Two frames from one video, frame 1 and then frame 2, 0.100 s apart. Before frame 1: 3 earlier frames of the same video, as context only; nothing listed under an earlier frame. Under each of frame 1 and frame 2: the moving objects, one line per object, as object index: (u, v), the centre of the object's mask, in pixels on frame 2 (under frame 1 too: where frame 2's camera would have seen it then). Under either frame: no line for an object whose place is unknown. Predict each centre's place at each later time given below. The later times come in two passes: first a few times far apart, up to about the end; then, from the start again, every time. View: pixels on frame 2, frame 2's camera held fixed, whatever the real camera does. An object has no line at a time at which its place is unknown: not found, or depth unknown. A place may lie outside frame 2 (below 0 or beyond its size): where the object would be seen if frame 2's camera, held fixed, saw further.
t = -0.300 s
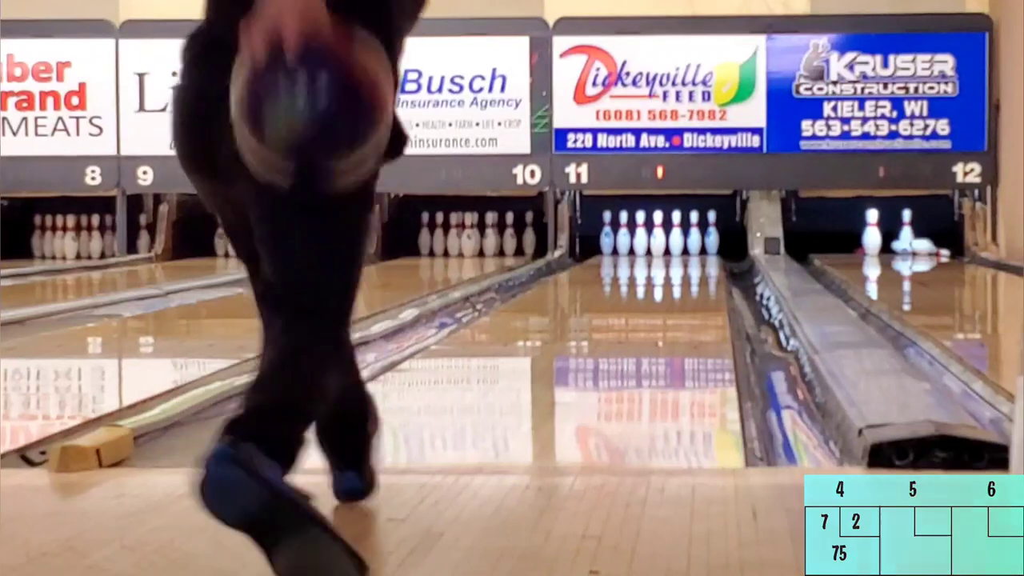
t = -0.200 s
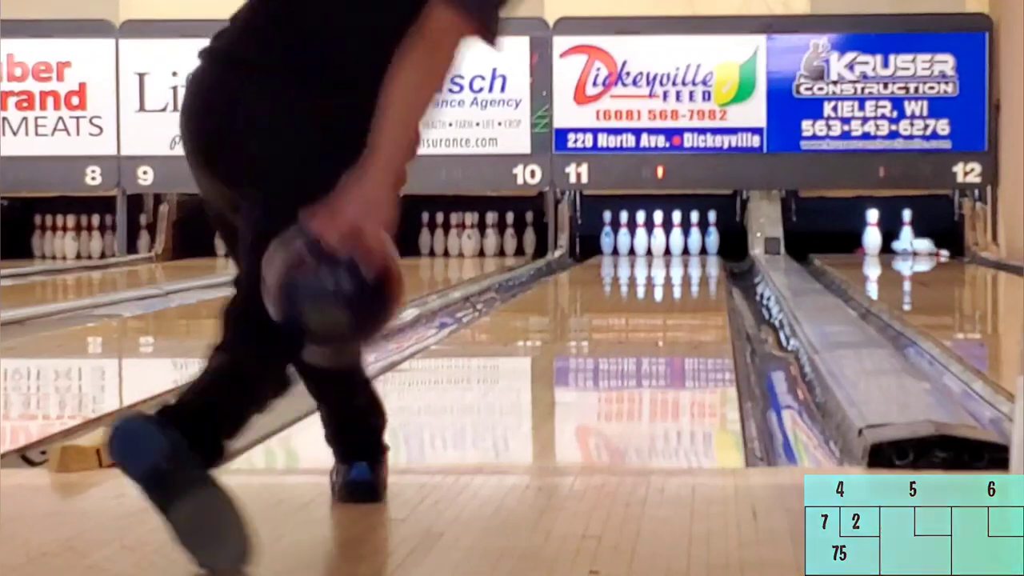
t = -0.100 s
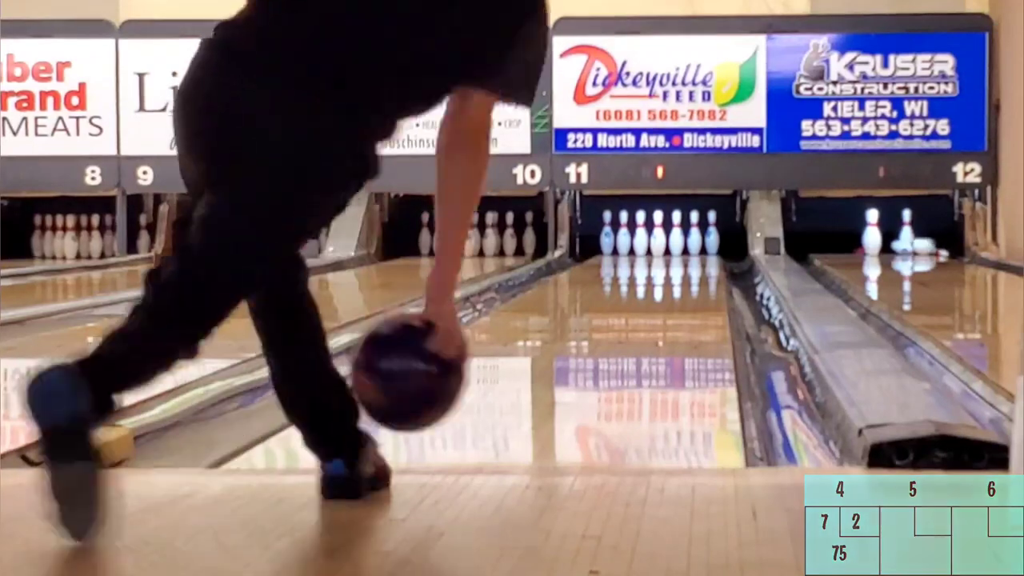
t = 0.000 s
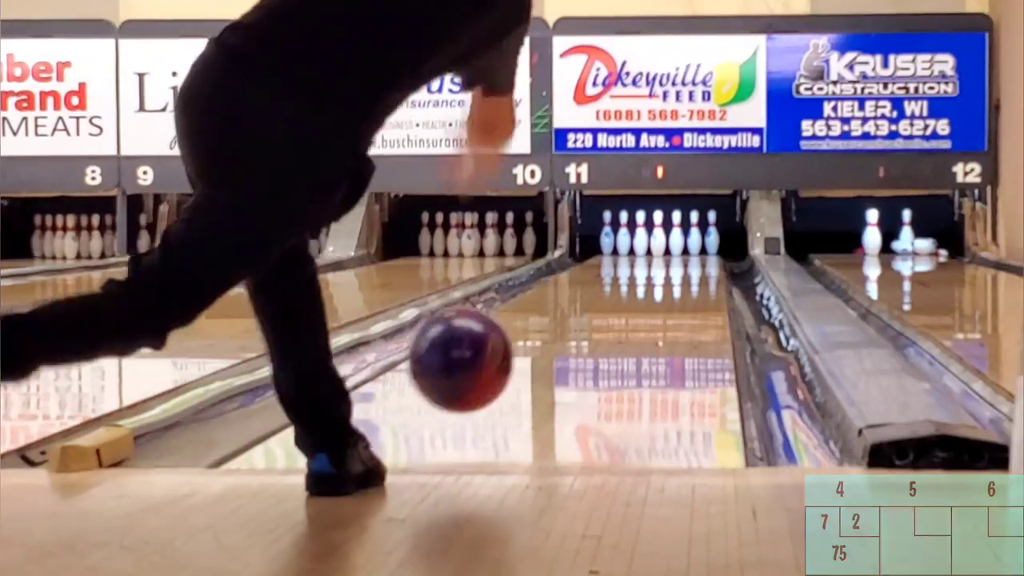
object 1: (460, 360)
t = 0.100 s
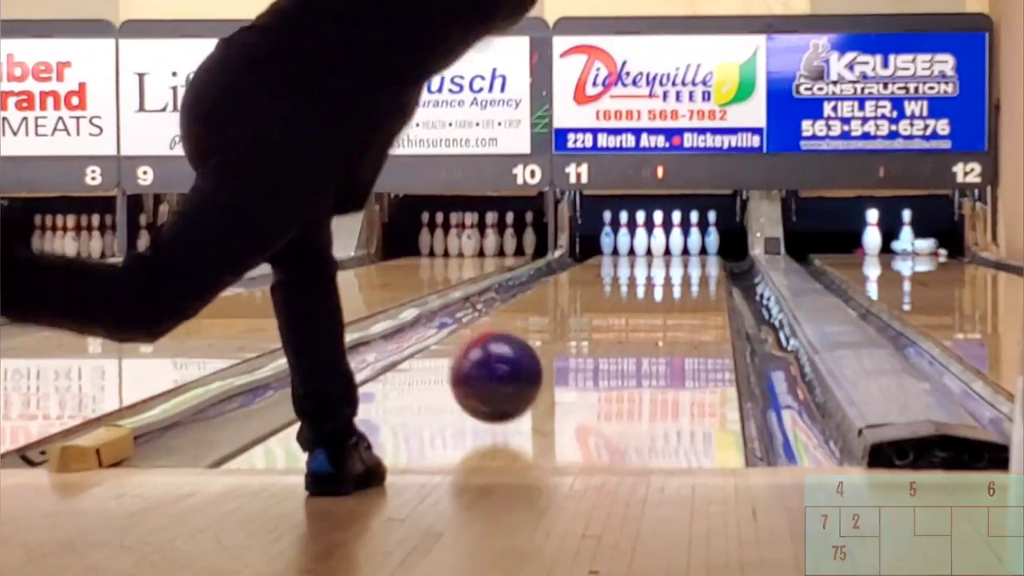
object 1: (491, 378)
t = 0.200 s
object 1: (523, 368)
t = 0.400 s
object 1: (565, 338)
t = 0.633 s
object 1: (598, 313)
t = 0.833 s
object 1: (618, 299)
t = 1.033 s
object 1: (633, 286)
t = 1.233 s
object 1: (645, 277)
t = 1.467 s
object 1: (655, 269)
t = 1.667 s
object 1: (662, 263)
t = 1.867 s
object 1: (666, 257)
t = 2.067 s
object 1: (670, 253)
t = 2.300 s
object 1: (669, 250)
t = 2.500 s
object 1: (665, 247)
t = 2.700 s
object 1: (658, 244)
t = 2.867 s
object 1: (656, 243)
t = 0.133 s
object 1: (505, 379)
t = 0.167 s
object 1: (515, 374)
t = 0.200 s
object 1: (523, 368)
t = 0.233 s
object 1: (532, 362)
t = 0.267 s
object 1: (540, 357)
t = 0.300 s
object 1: (547, 352)
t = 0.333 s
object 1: (553, 347)
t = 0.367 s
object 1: (559, 343)
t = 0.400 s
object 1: (565, 338)
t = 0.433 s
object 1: (571, 334)
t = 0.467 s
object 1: (576, 330)
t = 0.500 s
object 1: (581, 327)
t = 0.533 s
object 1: (586, 323)
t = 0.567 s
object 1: (591, 319)
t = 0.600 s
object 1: (594, 316)
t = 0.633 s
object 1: (598, 313)
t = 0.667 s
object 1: (602, 310)
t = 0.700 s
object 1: (606, 308)
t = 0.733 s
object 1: (609, 305)
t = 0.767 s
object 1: (612, 303)
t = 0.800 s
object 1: (615, 301)
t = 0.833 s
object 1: (618, 299)
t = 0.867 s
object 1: (621, 296)
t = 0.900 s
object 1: (624, 294)
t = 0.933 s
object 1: (626, 292)
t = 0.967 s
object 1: (629, 290)
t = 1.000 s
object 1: (631, 288)
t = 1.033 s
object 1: (633, 286)
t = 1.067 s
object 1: (636, 285)
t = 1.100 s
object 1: (638, 283)
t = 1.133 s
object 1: (640, 281)
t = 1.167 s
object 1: (641, 280)
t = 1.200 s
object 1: (643, 278)
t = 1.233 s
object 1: (645, 277)
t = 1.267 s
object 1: (647, 275)
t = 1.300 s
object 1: (648, 274)
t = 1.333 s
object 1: (650, 273)
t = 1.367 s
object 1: (651, 271)
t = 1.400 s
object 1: (652, 270)
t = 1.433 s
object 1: (654, 269)
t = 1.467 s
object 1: (655, 269)
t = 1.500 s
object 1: (656, 267)
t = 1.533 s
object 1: (657, 266)
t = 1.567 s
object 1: (659, 265)
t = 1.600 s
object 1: (660, 264)
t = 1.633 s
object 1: (661, 263)
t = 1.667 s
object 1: (662, 263)
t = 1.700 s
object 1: (662, 262)
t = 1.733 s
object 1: (663, 261)
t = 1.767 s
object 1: (664, 259)
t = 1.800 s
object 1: (665, 259)
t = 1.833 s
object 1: (665, 258)
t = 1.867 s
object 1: (666, 257)
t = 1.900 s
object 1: (667, 257)
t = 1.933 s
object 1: (668, 256)
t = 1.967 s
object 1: (669, 255)
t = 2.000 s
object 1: (669, 255)
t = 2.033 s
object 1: (670, 254)
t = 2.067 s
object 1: (670, 253)
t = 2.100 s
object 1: (670, 253)
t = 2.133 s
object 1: (670, 253)
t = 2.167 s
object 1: (670, 252)
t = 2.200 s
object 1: (670, 252)
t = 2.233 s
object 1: (670, 251)
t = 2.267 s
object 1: (670, 251)
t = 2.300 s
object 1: (669, 250)
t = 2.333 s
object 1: (669, 249)
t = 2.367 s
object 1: (668, 249)
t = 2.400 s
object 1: (668, 249)
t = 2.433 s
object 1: (667, 248)
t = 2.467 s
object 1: (666, 248)
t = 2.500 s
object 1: (665, 247)
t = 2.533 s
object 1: (664, 247)
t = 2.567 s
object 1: (662, 246)
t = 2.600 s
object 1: (661, 246)
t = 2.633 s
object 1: (660, 245)
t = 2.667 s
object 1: (659, 246)
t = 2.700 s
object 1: (658, 244)
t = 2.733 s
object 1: (657, 244)
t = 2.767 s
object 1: (654, 244)
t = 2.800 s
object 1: (655, 243)
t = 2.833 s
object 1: (656, 243)
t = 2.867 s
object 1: (656, 243)
